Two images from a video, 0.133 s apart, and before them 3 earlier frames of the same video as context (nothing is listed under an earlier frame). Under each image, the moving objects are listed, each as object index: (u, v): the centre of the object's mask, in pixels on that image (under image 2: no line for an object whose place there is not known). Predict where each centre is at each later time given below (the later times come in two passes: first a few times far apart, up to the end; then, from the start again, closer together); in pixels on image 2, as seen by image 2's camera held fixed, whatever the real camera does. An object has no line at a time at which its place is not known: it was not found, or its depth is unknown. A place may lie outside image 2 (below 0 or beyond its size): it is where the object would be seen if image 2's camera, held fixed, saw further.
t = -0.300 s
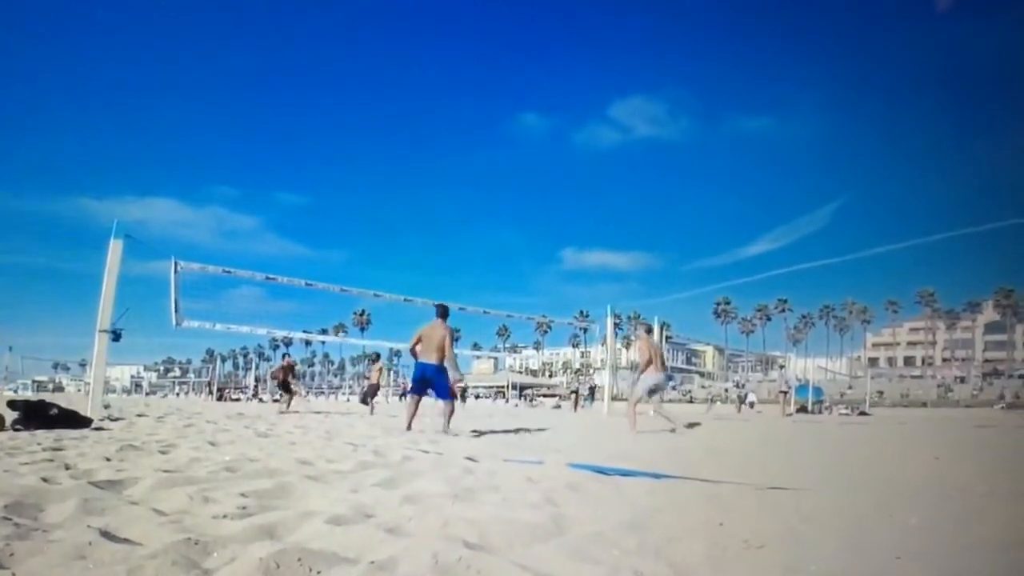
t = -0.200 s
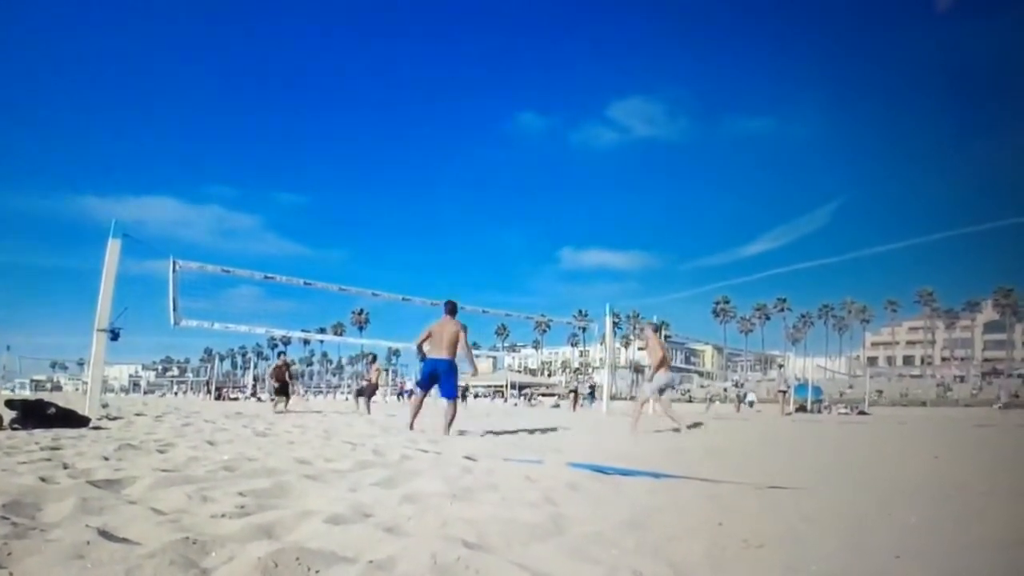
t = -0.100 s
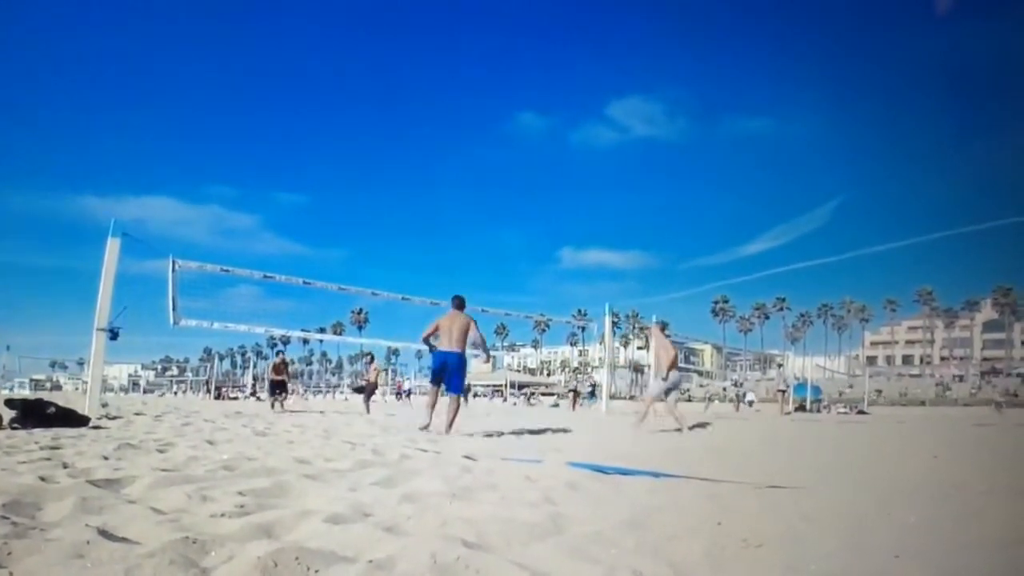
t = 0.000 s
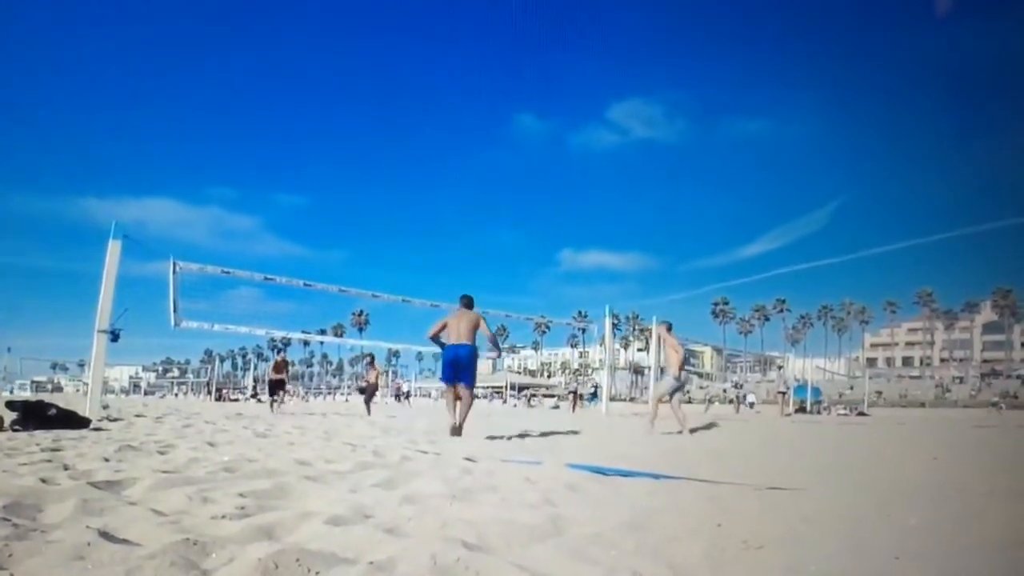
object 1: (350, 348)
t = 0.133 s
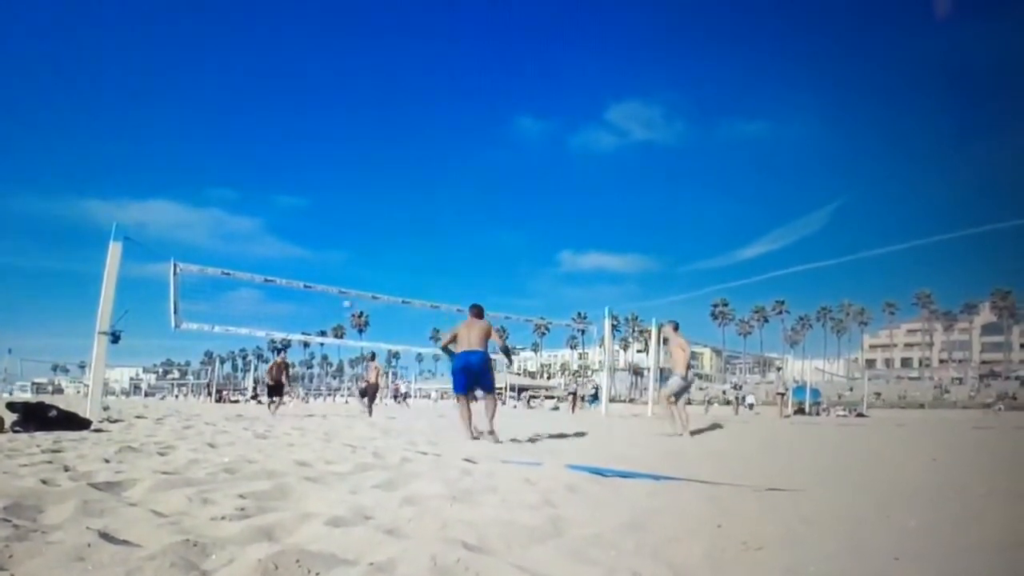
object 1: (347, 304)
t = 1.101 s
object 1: (326, 209)
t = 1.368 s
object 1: (315, 249)
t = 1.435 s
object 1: (312, 265)
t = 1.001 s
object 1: (329, 201)
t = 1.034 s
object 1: (328, 203)
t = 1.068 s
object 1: (328, 206)
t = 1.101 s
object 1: (326, 209)
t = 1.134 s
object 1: (325, 212)
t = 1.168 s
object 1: (323, 216)
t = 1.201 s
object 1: (322, 220)
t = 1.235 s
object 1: (321, 225)
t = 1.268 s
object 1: (319, 230)
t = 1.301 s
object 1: (318, 236)
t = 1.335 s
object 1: (316, 242)
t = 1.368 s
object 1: (315, 249)
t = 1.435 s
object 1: (312, 265)
